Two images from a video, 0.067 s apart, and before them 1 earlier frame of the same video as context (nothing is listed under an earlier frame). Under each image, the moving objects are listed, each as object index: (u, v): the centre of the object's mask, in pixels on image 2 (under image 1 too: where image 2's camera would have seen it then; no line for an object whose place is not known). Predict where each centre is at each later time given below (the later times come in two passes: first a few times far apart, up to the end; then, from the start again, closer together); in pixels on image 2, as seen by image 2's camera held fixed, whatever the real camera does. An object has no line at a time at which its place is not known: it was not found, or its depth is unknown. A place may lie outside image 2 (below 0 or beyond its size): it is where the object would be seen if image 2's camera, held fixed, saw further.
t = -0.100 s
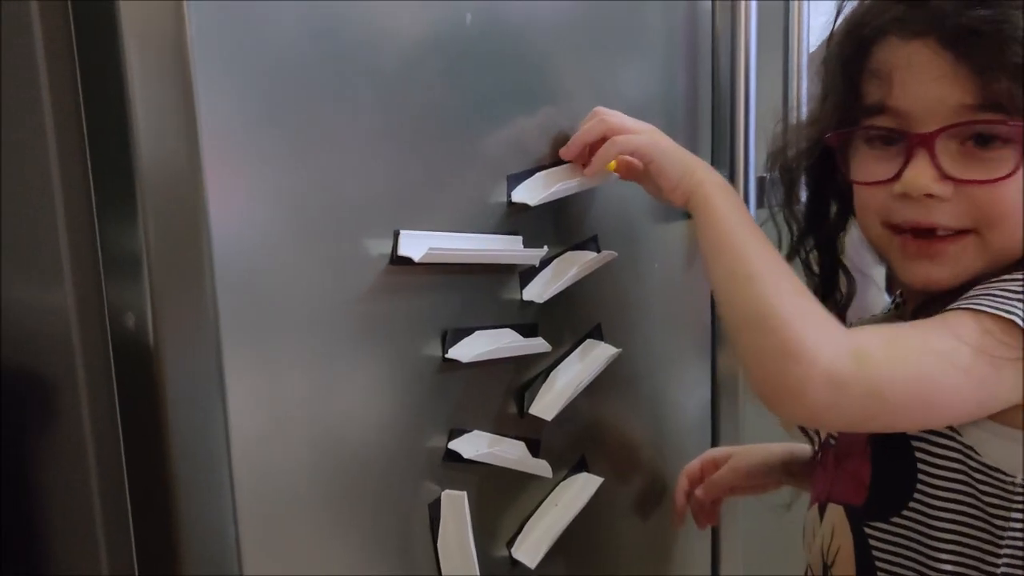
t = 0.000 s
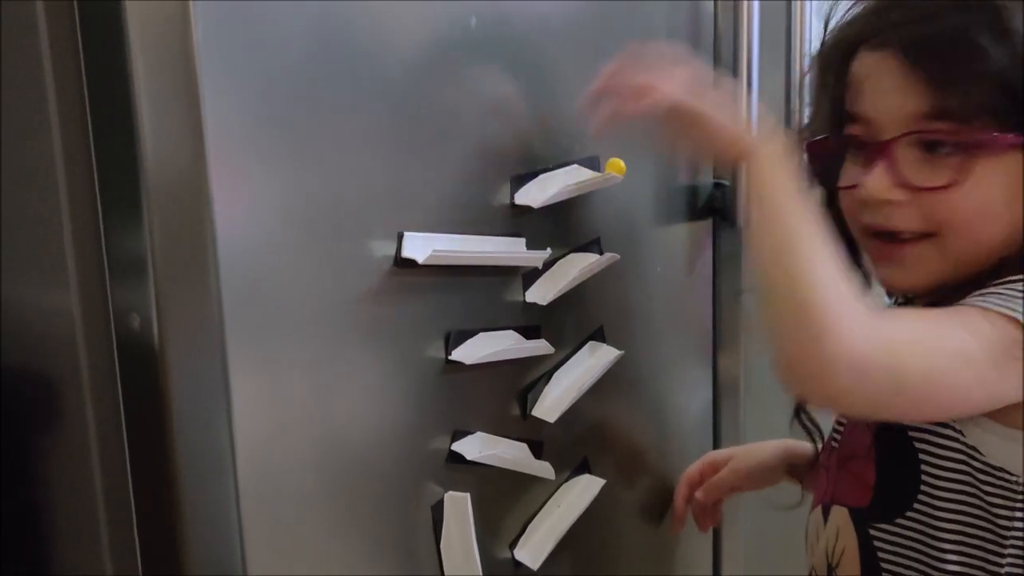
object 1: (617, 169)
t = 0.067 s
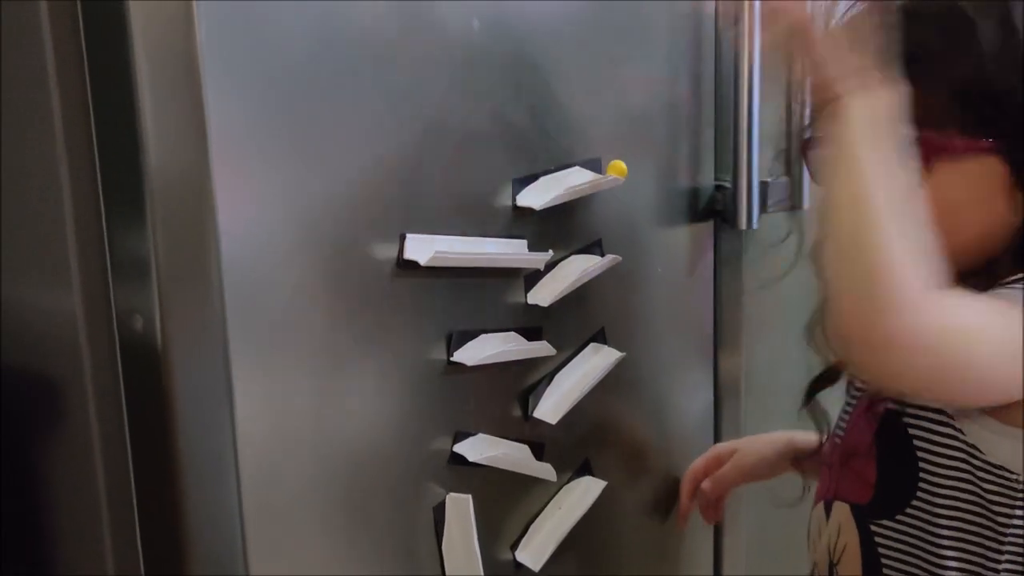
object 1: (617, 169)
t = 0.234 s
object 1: (615, 169)
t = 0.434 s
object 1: (610, 169)
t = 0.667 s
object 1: (590, 173)
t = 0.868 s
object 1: (557, 184)
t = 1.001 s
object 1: (527, 199)
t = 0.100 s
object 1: (616, 169)
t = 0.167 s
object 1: (616, 169)
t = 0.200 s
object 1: (615, 169)
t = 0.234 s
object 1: (615, 169)
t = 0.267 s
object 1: (615, 169)
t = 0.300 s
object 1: (614, 169)
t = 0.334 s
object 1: (613, 169)
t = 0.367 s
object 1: (612, 169)
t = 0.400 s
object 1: (611, 169)
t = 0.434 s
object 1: (610, 169)
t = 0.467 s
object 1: (608, 169)
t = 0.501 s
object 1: (605, 169)
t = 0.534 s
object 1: (603, 170)
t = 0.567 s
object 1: (600, 171)
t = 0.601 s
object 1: (597, 171)
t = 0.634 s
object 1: (594, 172)
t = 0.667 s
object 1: (590, 173)
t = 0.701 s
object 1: (586, 175)
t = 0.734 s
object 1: (580, 176)
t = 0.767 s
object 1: (575, 178)
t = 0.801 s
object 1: (569, 179)
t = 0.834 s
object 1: (564, 181)
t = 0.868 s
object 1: (557, 184)
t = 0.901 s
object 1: (550, 187)
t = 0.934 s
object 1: (543, 190)
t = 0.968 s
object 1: (535, 193)
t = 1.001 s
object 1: (527, 199)
